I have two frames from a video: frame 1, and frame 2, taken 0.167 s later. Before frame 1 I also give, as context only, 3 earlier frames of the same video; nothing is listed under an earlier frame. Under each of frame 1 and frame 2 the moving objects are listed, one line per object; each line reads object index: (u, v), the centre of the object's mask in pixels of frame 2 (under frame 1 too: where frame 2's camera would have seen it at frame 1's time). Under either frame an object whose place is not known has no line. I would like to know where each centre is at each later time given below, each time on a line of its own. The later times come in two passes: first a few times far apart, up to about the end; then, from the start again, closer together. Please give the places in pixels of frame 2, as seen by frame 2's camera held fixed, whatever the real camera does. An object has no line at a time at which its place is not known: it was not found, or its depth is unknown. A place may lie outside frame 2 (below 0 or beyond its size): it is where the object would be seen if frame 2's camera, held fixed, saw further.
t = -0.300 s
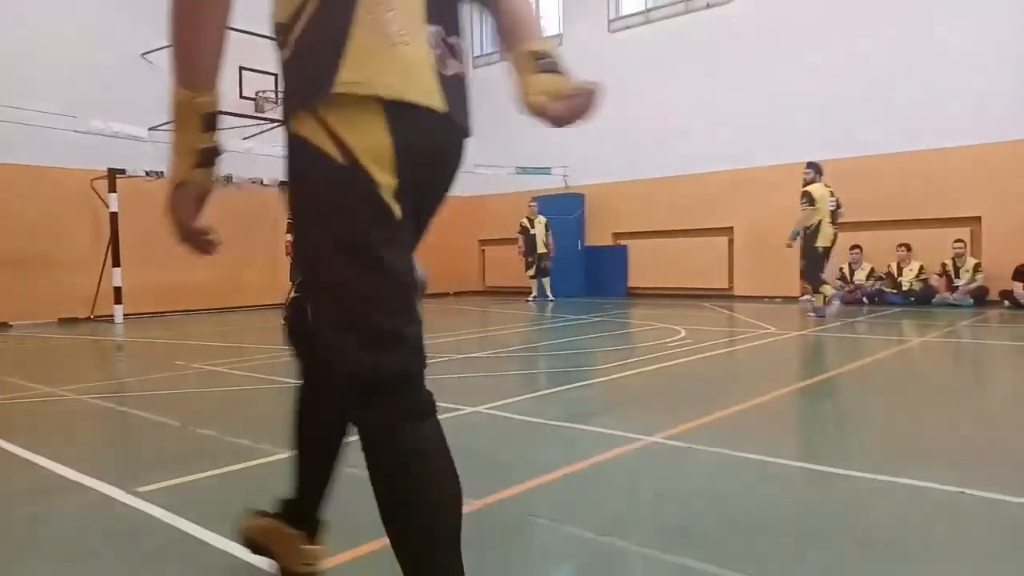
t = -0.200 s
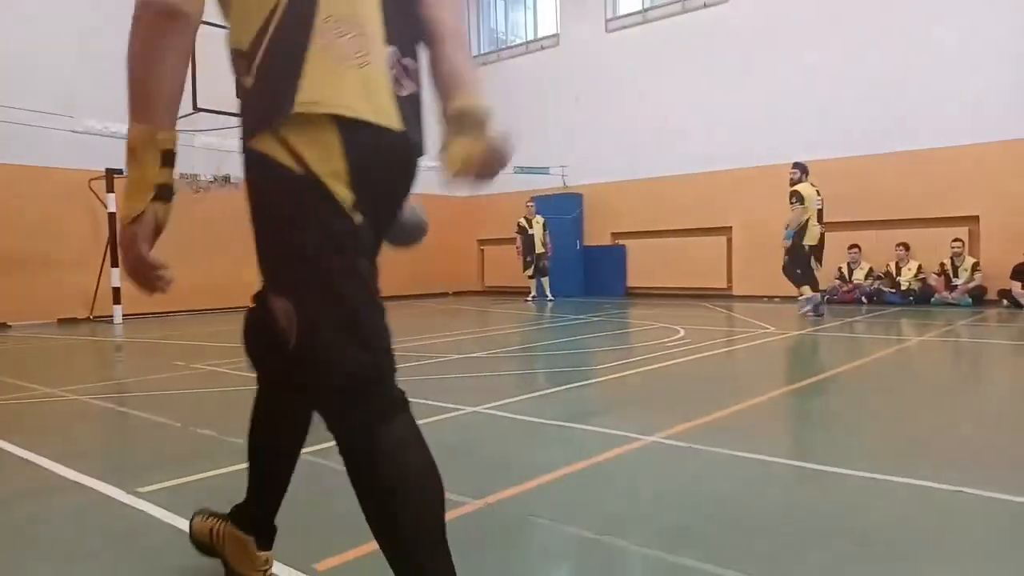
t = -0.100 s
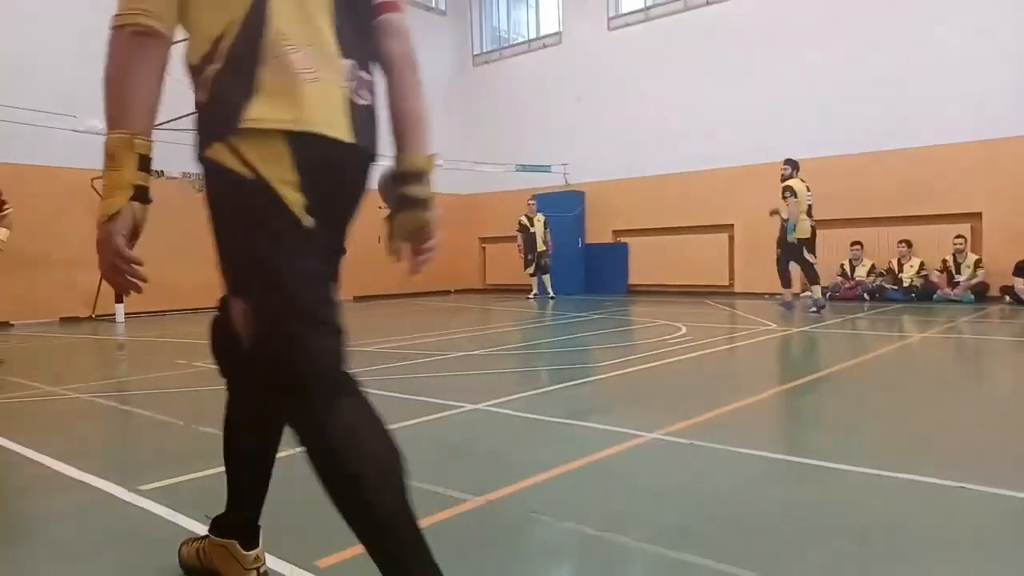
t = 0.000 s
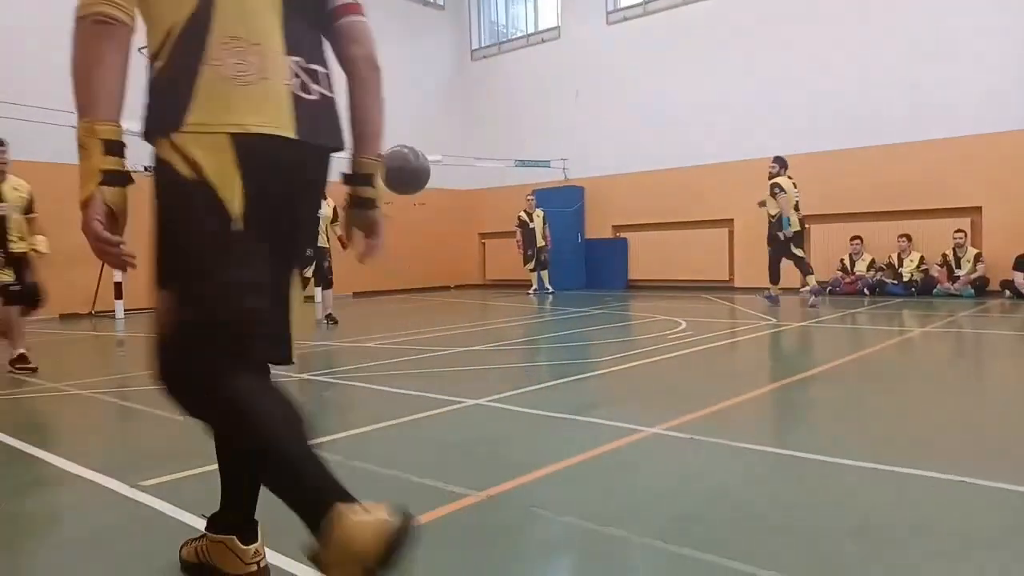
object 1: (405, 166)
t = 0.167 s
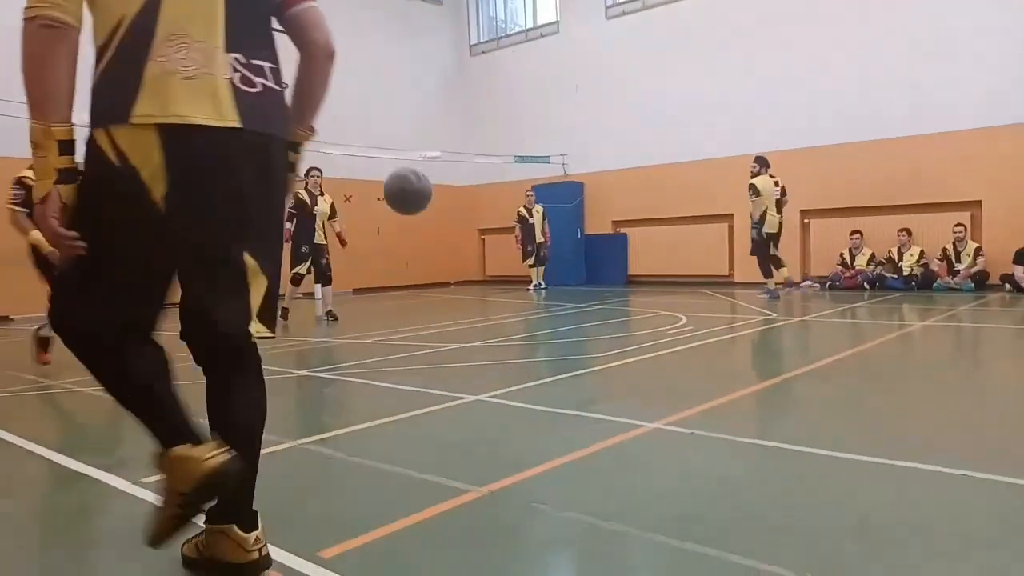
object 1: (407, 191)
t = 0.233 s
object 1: (410, 216)
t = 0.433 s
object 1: (418, 335)
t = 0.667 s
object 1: (423, 273)
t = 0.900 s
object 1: (427, 226)
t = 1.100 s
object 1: (435, 259)
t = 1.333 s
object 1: (444, 344)
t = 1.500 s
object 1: (445, 278)
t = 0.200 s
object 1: (409, 203)
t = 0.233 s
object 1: (410, 216)
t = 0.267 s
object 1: (411, 233)
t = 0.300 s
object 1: (412, 250)
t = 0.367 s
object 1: (415, 290)
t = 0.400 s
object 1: (416, 310)
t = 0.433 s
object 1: (418, 335)
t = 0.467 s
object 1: (418, 363)
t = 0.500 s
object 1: (420, 369)
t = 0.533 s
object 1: (420, 346)
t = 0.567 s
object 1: (420, 324)
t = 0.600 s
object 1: (420, 305)
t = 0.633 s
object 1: (422, 287)
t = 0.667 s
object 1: (423, 273)
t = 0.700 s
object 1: (423, 260)
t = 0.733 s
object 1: (424, 249)
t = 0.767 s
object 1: (425, 241)
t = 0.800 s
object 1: (425, 235)
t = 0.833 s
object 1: (426, 230)
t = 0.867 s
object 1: (427, 227)
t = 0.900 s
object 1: (427, 226)
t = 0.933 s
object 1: (429, 227)
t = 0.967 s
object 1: (430, 230)
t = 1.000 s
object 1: (431, 234)
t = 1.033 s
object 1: (432, 241)
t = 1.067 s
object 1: (434, 249)
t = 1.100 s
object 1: (435, 259)
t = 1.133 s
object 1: (436, 270)
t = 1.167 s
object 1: (438, 282)
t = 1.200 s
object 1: (439, 296)
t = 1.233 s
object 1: (440, 313)
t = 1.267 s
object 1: (442, 330)
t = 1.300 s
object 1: (443, 350)
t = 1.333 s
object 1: (444, 344)
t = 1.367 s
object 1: (443, 328)
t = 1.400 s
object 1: (443, 313)
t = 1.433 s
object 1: (444, 298)
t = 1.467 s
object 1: (445, 287)
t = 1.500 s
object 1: (445, 278)
